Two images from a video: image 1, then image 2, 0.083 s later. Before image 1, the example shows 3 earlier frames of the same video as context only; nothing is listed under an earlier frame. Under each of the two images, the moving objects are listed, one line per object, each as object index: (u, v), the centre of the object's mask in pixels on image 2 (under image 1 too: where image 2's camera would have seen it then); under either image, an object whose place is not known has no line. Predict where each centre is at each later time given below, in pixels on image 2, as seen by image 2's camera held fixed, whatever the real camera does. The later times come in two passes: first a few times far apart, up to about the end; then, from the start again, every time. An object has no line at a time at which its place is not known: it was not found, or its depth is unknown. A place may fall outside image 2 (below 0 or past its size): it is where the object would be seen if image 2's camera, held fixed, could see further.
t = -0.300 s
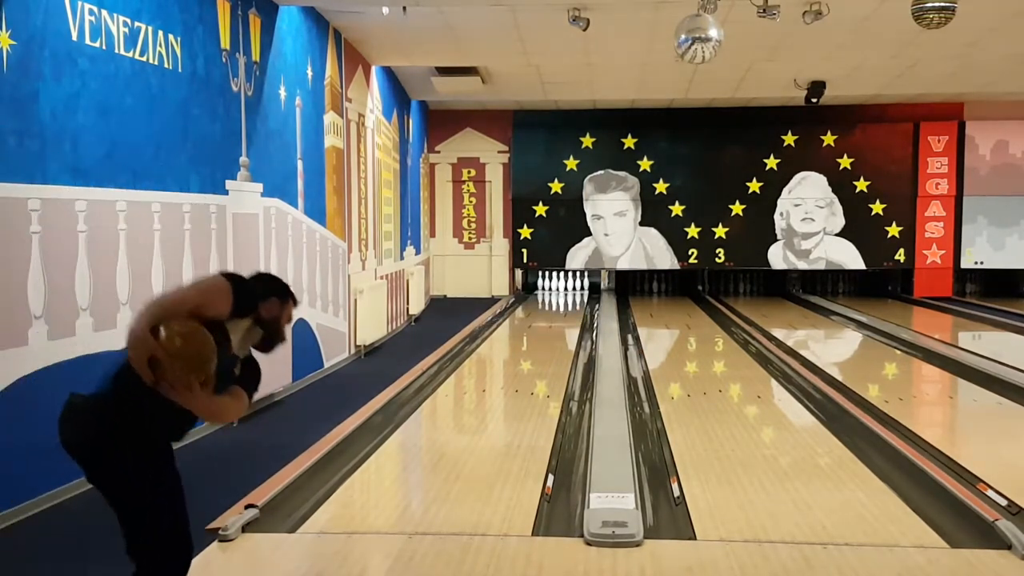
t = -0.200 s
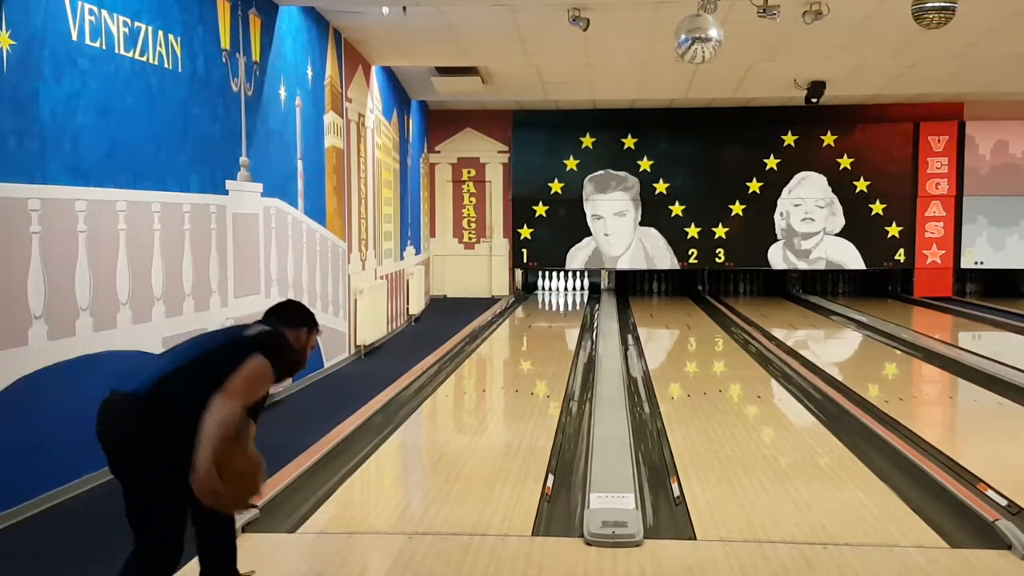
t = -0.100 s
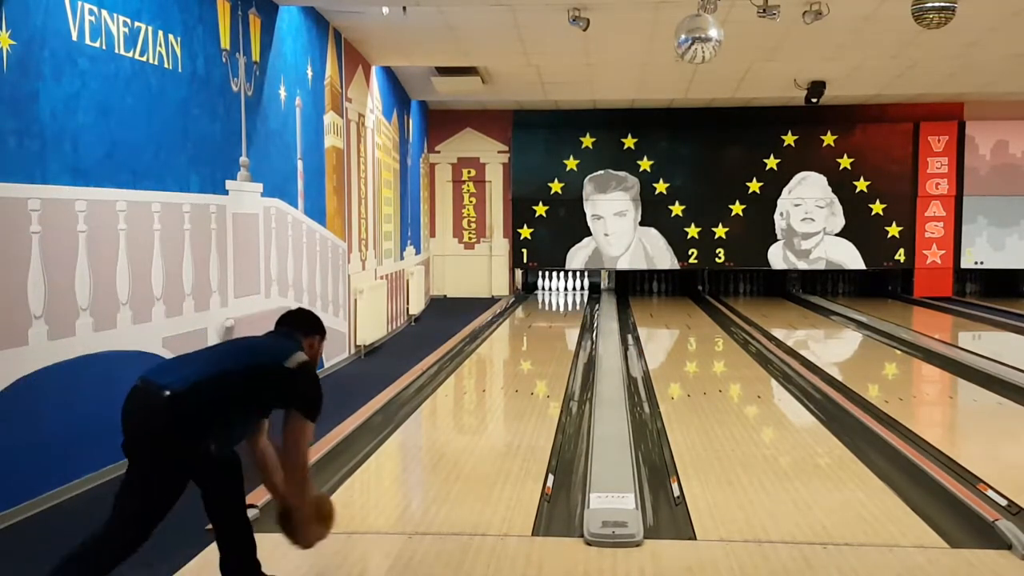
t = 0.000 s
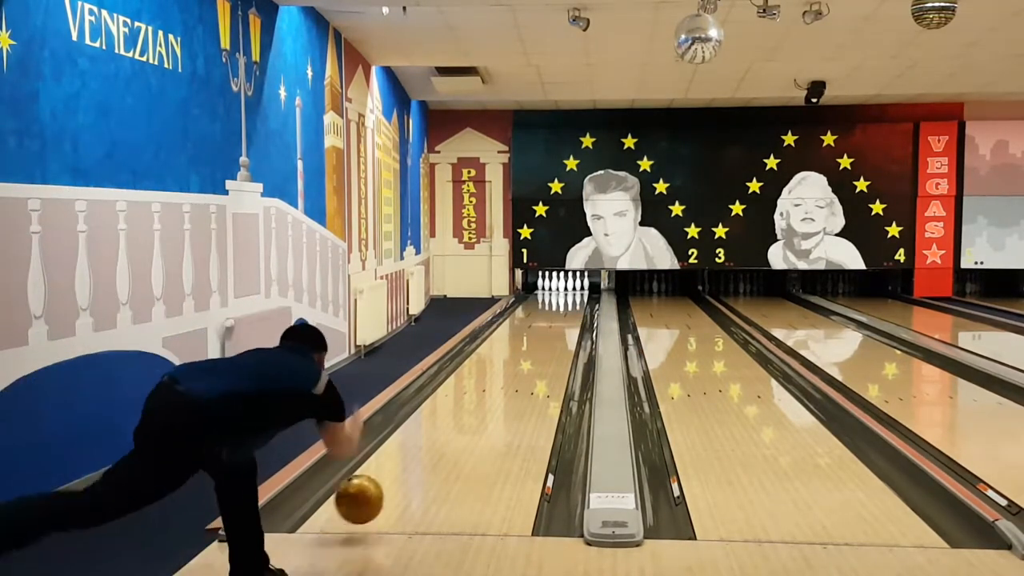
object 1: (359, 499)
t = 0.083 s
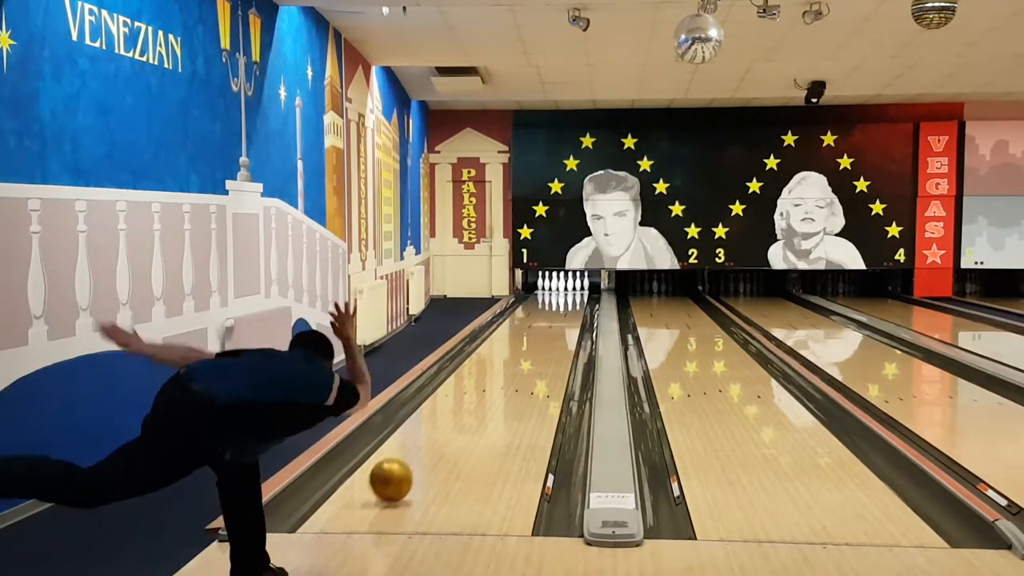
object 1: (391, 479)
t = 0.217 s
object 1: (429, 444)
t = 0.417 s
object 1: (468, 404)
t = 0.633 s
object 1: (498, 374)
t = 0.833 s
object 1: (516, 355)
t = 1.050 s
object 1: (531, 340)
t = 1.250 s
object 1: (543, 328)
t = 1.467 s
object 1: (551, 317)
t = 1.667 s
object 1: (558, 308)
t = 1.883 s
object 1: (563, 301)
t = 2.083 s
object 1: (565, 295)
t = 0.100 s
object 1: (396, 474)
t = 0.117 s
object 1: (402, 469)
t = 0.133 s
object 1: (407, 465)
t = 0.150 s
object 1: (411, 462)
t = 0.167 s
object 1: (416, 456)
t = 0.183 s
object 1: (421, 452)
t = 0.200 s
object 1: (425, 448)
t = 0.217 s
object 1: (429, 444)
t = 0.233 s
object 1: (433, 440)
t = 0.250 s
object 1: (437, 436)
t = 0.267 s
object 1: (441, 432)
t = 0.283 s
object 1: (444, 429)
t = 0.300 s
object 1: (447, 426)
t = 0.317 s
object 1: (451, 422)
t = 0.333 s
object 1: (454, 419)
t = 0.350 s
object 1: (457, 416)
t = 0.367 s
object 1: (461, 412)
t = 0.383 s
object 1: (463, 410)
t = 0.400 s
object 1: (466, 407)
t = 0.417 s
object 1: (468, 404)
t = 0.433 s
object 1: (471, 401)
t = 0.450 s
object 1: (474, 399)
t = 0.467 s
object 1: (476, 396)
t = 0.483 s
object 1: (478, 394)
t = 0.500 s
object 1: (481, 391)
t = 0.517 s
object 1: (483, 389)
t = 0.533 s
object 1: (485, 387)
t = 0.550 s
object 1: (488, 384)
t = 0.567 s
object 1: (489, 383)
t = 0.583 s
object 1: (492, 381)
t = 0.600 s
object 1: (494, 378)
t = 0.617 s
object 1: (496, 376)
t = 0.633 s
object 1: (498, 374)
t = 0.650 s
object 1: (500, 372)
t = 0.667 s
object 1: (501, 371)
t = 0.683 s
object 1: (503, 369)
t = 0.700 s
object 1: (505, 367)
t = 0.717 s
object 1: (507, 366)
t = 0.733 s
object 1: (508, 364)
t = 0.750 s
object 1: (510, 362)
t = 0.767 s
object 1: (510, 361)
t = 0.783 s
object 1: (512, 360)
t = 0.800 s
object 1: (514, 357)
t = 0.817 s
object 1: (515, 356)
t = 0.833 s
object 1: (516, 355)
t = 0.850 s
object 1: (517, 354)
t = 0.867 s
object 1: (519, 352)
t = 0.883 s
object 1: (520, 351)
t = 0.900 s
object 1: (522, 349)
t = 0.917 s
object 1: (523, 349)
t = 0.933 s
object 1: (524, 347)
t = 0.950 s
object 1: (525, 346)
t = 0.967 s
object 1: (526, 346)
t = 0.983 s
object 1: (527, 344)
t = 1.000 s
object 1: (528, 342)
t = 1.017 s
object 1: (529, 341)
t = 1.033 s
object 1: (531, 341)
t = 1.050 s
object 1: (531, 340)
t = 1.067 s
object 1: (533, 338)
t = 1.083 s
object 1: (533, 337)
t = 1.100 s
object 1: (534, 335)
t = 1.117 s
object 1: (535, 334)
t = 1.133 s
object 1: (536, 333)
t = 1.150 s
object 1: (538, 332)
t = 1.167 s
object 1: (538, 332)
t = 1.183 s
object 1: (539, 331)
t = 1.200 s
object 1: (540, 330)
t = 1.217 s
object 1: (541, 329)
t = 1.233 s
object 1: (542, 328)
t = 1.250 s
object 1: (543, 328)
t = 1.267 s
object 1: (543, 326)
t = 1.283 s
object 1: (544, 325)
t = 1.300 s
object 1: (545, 324)
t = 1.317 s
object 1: (545, 323)
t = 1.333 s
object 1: (546, 323)
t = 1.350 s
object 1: (547, 322)
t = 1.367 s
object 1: (548, 321)
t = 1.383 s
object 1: (548, 320)
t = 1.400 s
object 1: (549, 319)
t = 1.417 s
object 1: (550, 319)
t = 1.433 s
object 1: (551, 318)
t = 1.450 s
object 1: (551, 317)
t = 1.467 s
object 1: (551, 317)
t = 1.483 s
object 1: (553, 316)
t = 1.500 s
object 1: (554, 315)
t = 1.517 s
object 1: (555, 314)
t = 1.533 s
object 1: (555, 313)
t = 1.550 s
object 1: (556, 313)
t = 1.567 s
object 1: (556, 312)
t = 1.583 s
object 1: (557, 311)
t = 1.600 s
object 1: (557, 311)
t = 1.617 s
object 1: (557, 310)
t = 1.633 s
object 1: (558, 310)
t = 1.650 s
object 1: (558, 309)
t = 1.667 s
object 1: (558, 308)
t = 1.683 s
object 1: (558, 308)
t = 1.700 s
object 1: (559, 307)
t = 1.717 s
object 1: (560, 306)
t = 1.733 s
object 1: (560, 306)
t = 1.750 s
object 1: (560, 305)
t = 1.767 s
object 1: (561, 305)
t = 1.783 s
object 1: (561, 304)
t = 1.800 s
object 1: (561, 304)
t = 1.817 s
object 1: (562, 303)
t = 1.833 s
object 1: (562, 302)
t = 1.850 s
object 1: (562, 302)
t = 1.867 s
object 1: (563, 302)
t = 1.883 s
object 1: (563, 301)
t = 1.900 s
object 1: (563, 301)
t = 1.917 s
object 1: (563, 300)
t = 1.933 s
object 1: (564, 299)
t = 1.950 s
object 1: (564, 299)
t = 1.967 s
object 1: (564, 298)
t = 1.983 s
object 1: (564, 298)
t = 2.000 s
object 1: (565, 297)
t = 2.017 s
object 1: (565, 297)
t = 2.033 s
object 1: (565, 297)
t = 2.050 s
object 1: (565, 297)
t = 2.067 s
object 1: (565, 296)
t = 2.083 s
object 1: (565, 295)
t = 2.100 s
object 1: (566, 295)
